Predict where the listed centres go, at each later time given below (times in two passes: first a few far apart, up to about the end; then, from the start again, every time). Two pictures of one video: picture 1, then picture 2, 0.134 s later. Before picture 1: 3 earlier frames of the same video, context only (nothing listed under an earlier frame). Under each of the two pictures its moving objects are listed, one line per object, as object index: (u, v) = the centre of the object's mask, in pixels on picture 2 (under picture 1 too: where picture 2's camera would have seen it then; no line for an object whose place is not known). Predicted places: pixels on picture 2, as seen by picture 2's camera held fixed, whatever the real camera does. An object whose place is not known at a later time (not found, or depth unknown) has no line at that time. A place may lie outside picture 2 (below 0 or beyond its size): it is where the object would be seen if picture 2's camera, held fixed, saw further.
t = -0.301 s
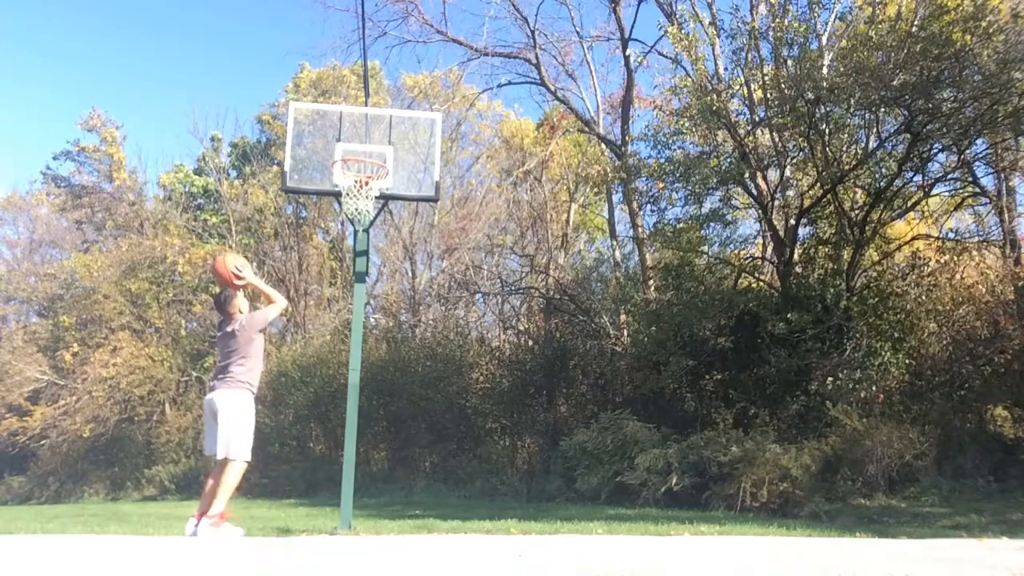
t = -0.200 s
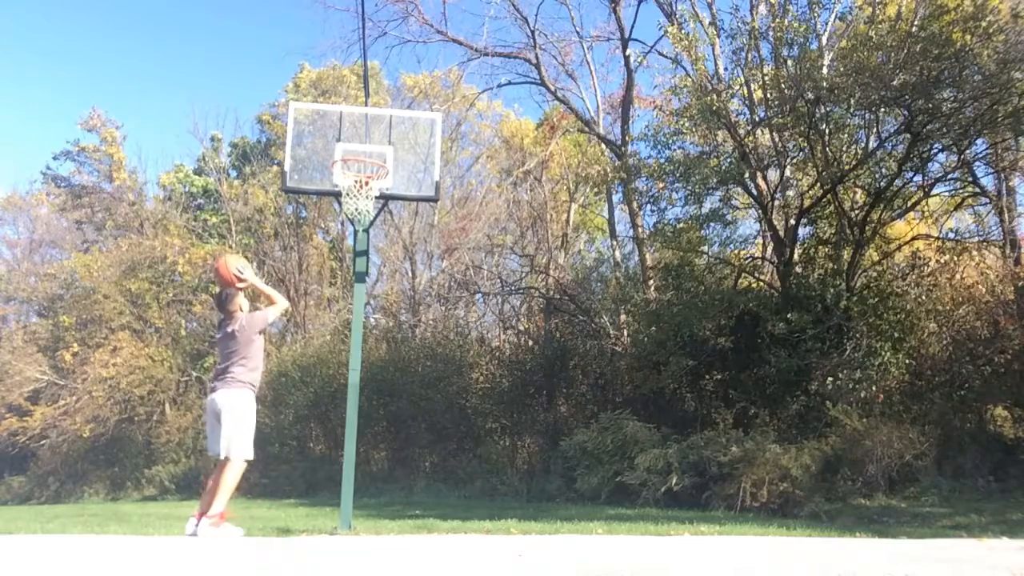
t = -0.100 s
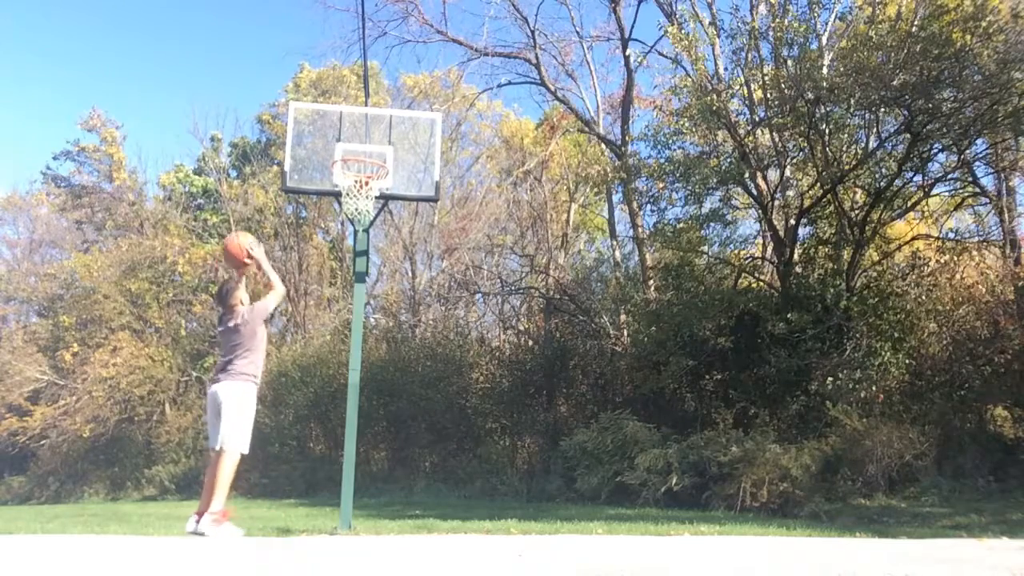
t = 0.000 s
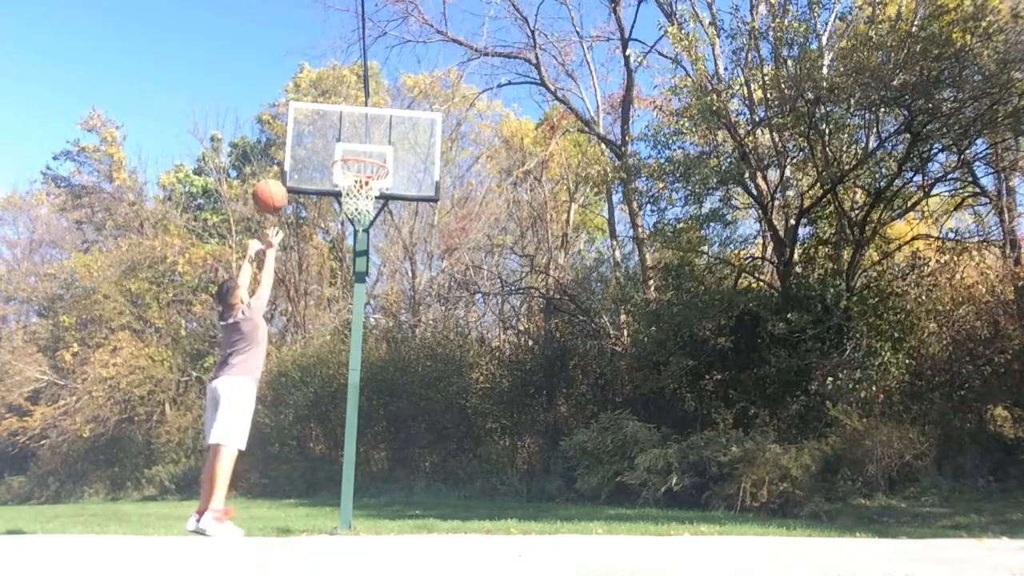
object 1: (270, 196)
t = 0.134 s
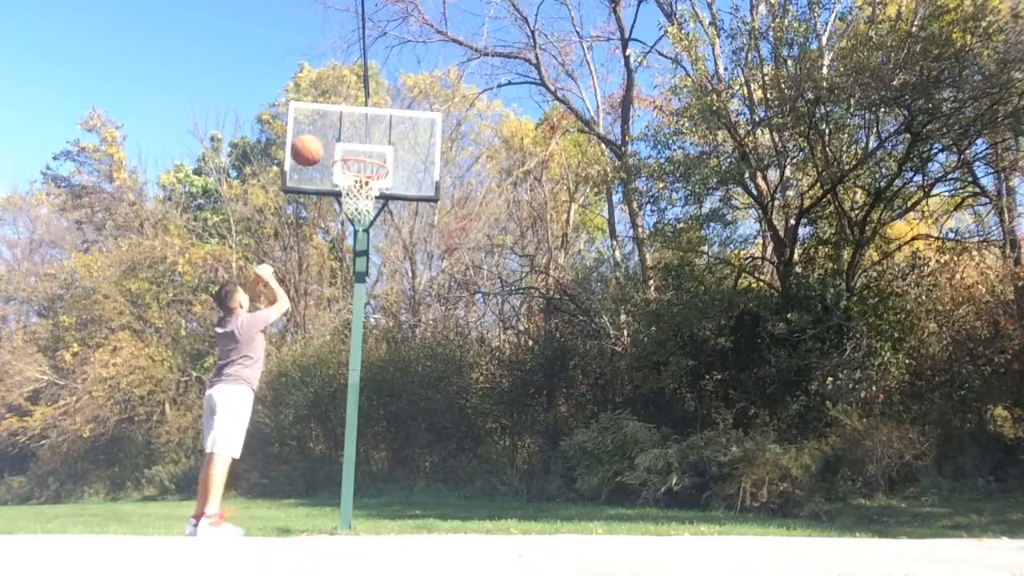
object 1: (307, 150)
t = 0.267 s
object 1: (336, 132)
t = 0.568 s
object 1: (390, 158)
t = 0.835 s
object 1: (412, 180)
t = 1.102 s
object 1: (428, 234)
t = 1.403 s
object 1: (441, 393)
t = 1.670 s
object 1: (453, 445)
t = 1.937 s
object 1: (467, 325)
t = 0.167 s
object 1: (315, 143)
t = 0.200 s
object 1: (323, 138)
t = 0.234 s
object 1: (330, 134)
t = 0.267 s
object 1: (336, 132)
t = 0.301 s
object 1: (344, 130)
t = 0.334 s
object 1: (350, 130)
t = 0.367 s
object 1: (357, 131)
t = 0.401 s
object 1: (363, 133)
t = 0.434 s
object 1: (369, 137)
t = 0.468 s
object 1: (373, 141)
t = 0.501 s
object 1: (379, 146)
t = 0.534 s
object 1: (384, 152)
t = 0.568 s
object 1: (390, 158)
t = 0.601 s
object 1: (394, 158)
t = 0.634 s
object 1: (397, 160)
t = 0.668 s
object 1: (399, 162)
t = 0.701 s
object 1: (403, 165)
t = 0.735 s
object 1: (406, 168)
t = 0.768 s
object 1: (409, 173)
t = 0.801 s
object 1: (411, 179)
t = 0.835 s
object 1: (412, 180)
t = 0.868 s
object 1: (415, 185)
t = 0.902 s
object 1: (416, 187)
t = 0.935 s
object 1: (418, 192)
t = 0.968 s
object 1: (421, 198)
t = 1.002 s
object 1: (422, 205)
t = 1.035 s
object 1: (424, 214)
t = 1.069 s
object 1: (426, 223)
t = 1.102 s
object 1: (428, 234)
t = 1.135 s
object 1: (430, 246)
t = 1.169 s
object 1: (432, 259)
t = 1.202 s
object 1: (433, 274)
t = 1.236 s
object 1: (435, 290)
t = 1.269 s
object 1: (436, 307)
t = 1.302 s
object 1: (437, 327)
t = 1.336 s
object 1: (438, 346)
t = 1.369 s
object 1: (439, 369)
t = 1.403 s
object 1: (441, 393)
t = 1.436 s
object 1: (442, 418)
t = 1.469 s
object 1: (443, 445)
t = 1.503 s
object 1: (444, 473)
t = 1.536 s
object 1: (445, 503)
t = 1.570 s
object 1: (447, 516)
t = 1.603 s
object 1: (449, 491)
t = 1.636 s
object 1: (451, 467)
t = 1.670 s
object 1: (453, 445)
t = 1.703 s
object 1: (455, 424)
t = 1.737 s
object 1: (457, 406)
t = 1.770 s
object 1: (458, 389)
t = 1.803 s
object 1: (460, 374)
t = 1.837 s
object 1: (462, 359)
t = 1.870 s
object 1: (463, 346)
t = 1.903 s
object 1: (466, 335)
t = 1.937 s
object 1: (467, 325)
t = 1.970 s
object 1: (468, 318)
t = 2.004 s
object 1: (470, 312)
